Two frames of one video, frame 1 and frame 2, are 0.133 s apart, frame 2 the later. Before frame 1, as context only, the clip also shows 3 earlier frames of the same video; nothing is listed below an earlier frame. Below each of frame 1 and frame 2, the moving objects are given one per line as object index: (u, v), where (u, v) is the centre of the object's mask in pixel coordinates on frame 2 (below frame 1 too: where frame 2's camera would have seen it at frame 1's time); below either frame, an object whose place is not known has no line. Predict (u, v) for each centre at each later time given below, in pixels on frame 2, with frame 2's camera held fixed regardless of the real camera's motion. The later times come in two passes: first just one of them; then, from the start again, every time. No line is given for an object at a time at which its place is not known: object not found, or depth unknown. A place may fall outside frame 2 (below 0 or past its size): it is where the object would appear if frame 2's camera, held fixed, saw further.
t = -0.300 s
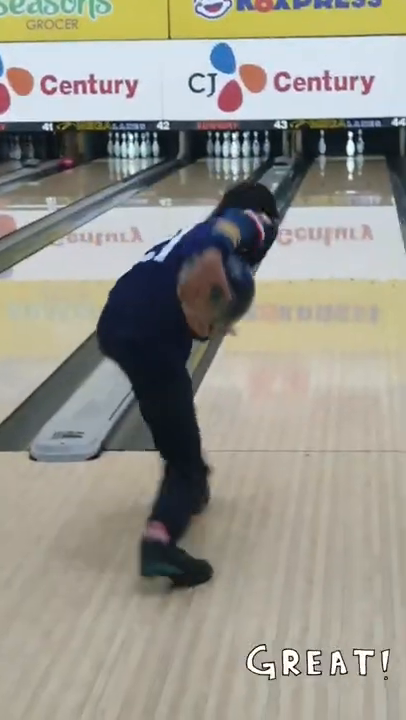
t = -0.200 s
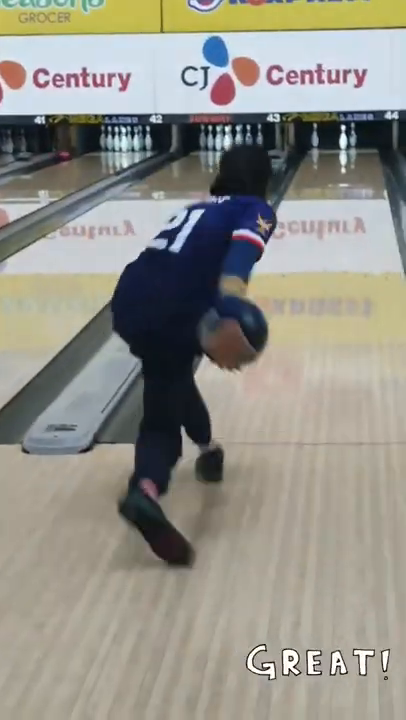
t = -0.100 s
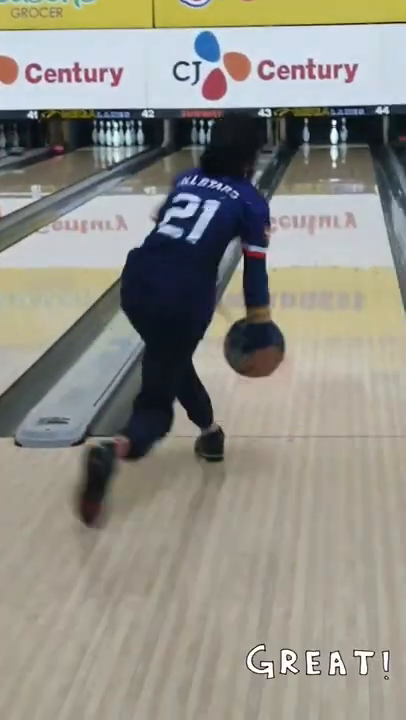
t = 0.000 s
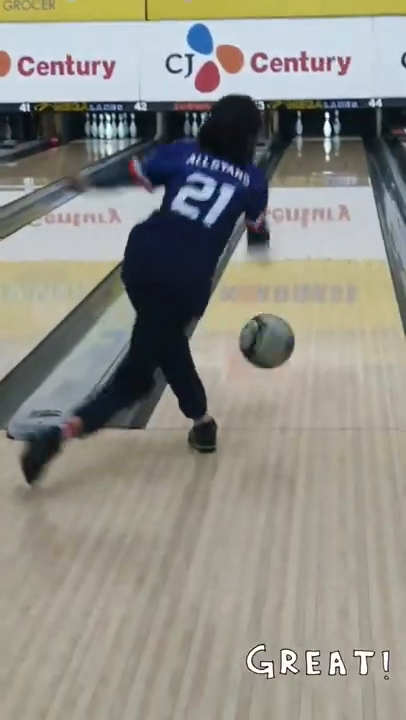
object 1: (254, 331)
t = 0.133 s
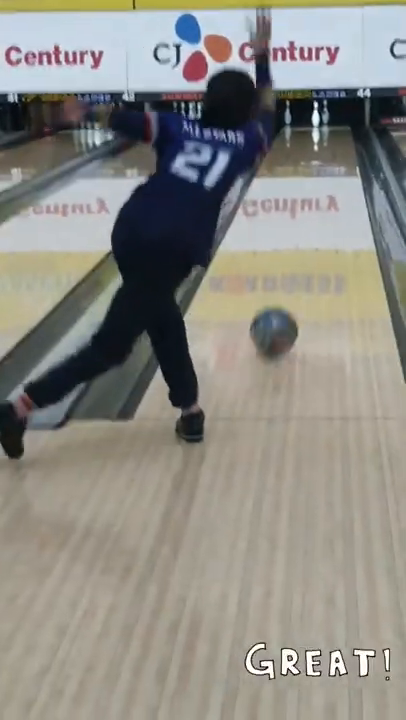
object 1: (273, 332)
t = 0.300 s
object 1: (291, 294)
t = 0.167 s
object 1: (278, 323)
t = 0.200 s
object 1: (281, 316)
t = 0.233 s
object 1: (285, 310)
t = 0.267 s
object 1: (288, 301)
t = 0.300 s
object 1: (291, 294)
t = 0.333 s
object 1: (294, 288)
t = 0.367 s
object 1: (296, 282)
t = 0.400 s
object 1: (298, 275)
